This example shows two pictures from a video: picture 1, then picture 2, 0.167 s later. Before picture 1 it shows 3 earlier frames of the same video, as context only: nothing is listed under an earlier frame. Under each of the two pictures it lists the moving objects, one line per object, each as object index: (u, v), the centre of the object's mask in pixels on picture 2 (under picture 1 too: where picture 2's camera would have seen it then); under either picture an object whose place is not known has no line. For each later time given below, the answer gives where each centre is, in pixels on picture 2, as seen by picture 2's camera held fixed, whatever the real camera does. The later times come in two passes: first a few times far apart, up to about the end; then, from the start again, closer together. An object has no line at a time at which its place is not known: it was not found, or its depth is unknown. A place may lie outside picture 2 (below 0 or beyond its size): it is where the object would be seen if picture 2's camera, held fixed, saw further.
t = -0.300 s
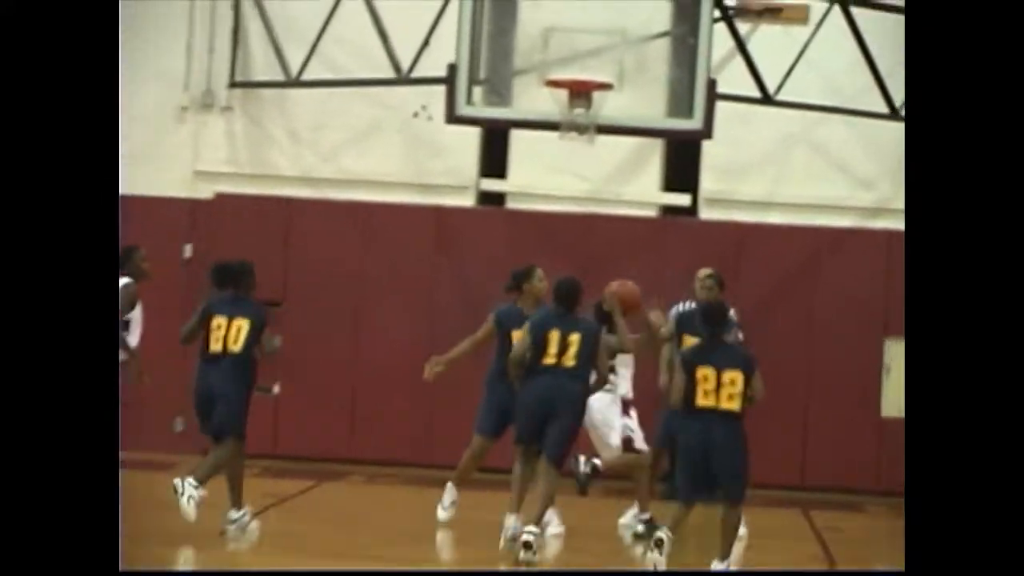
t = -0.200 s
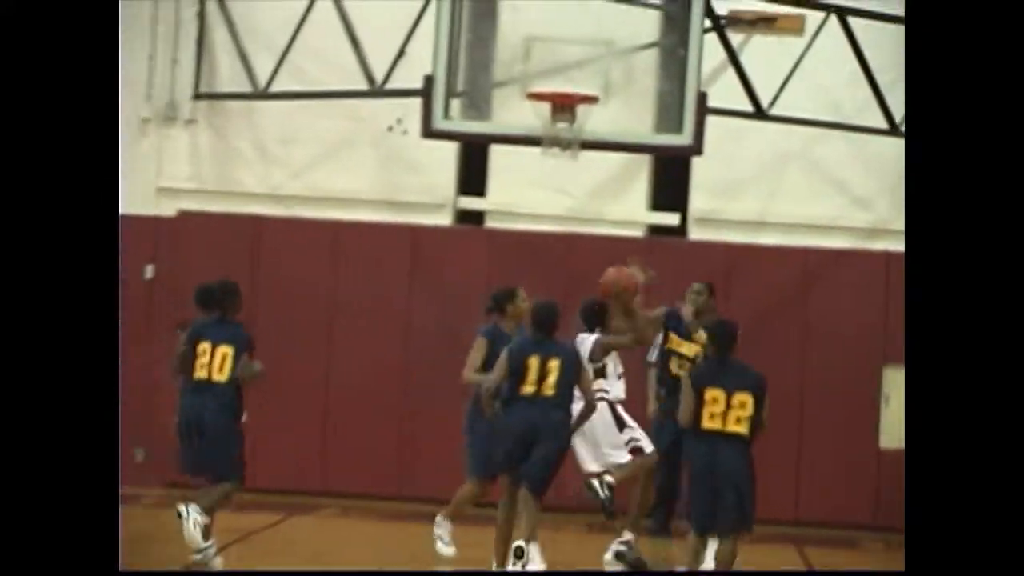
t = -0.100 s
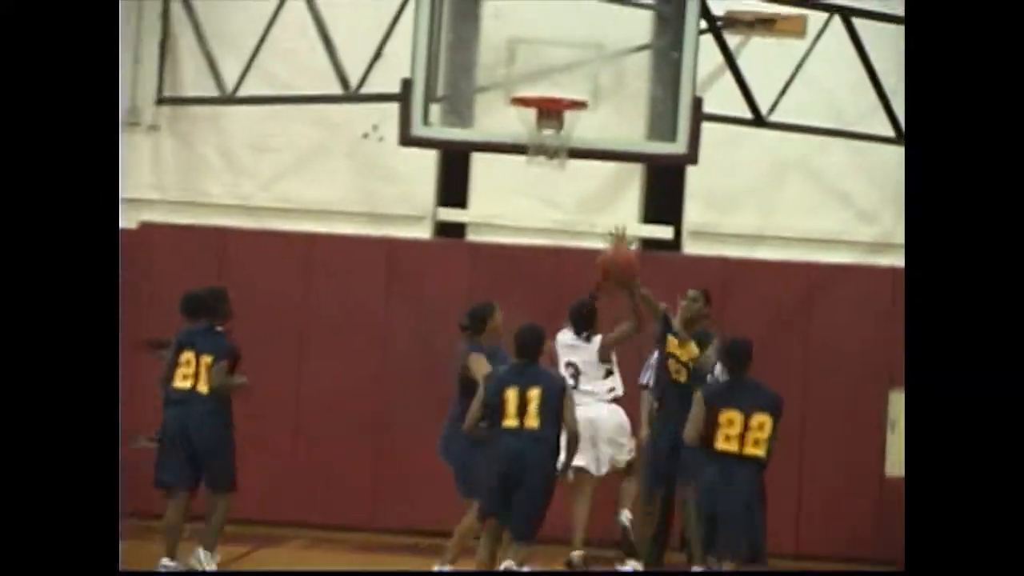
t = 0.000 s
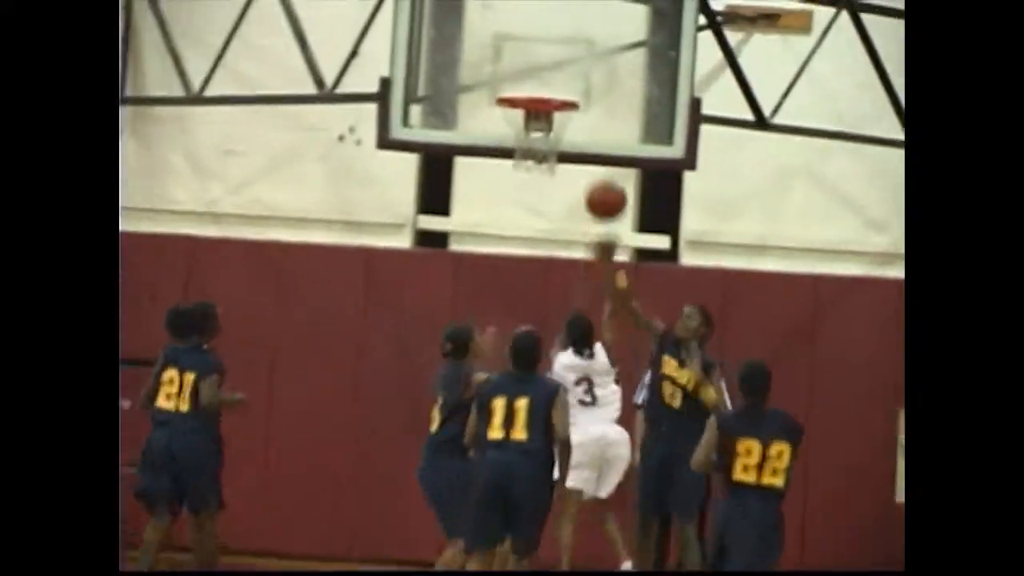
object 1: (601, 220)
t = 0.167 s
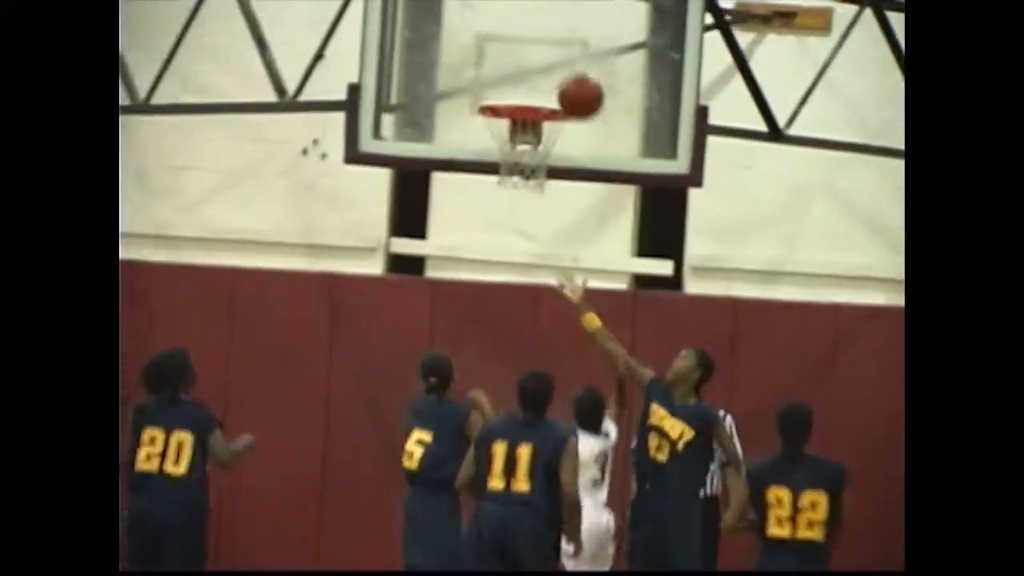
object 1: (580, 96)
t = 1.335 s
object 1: (526, 131)
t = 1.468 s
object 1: (526, 197)
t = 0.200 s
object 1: (576, 79)
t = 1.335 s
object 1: (526, 131)
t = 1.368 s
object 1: (527, 153)
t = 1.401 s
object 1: (526, 165)
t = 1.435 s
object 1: (526, 180)
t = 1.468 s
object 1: (526, 197)
